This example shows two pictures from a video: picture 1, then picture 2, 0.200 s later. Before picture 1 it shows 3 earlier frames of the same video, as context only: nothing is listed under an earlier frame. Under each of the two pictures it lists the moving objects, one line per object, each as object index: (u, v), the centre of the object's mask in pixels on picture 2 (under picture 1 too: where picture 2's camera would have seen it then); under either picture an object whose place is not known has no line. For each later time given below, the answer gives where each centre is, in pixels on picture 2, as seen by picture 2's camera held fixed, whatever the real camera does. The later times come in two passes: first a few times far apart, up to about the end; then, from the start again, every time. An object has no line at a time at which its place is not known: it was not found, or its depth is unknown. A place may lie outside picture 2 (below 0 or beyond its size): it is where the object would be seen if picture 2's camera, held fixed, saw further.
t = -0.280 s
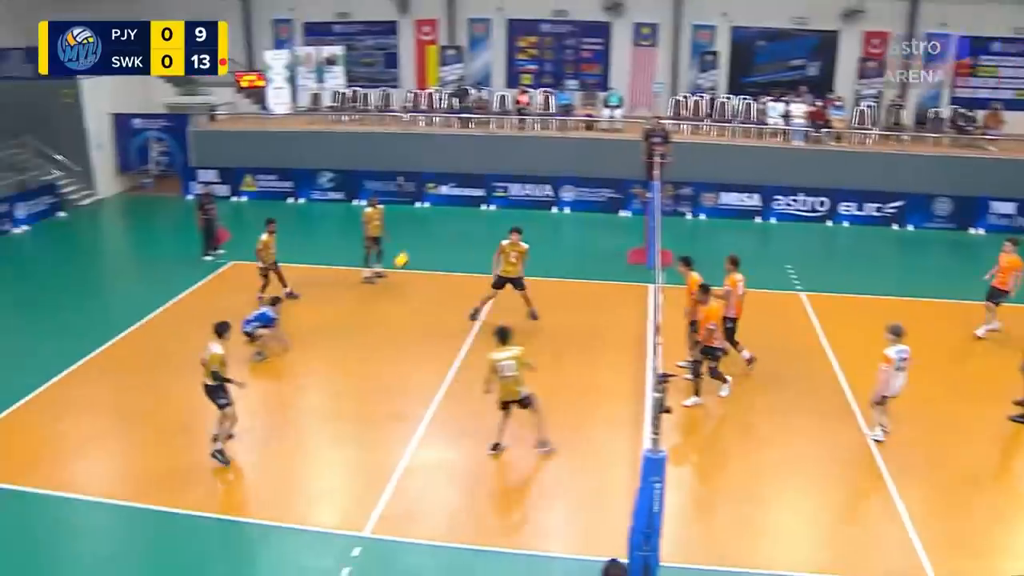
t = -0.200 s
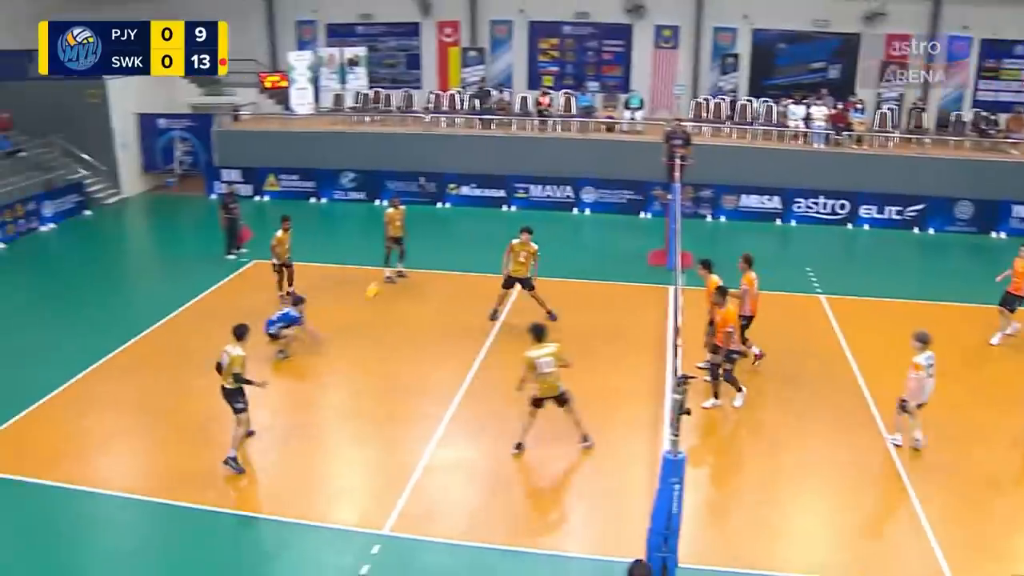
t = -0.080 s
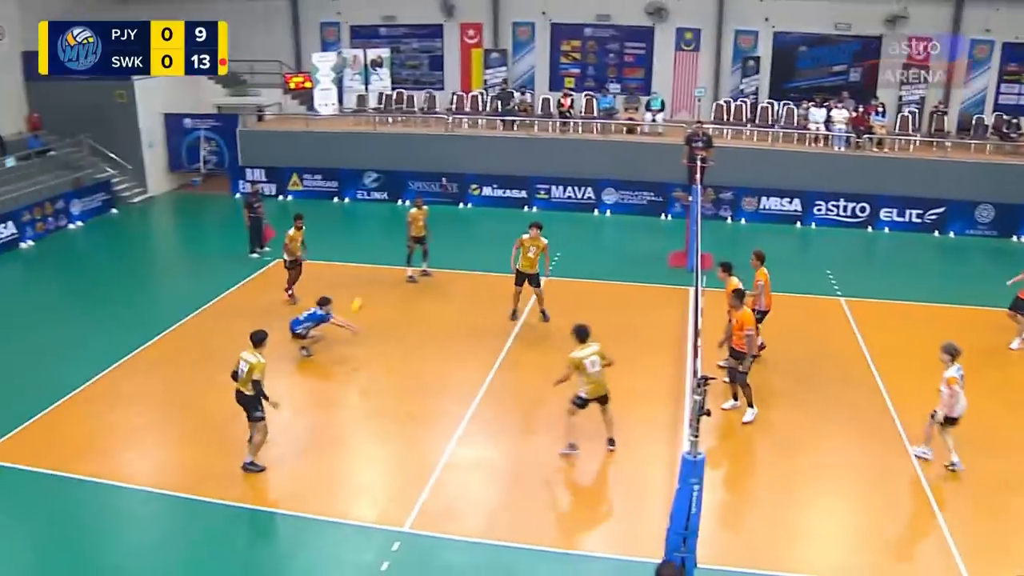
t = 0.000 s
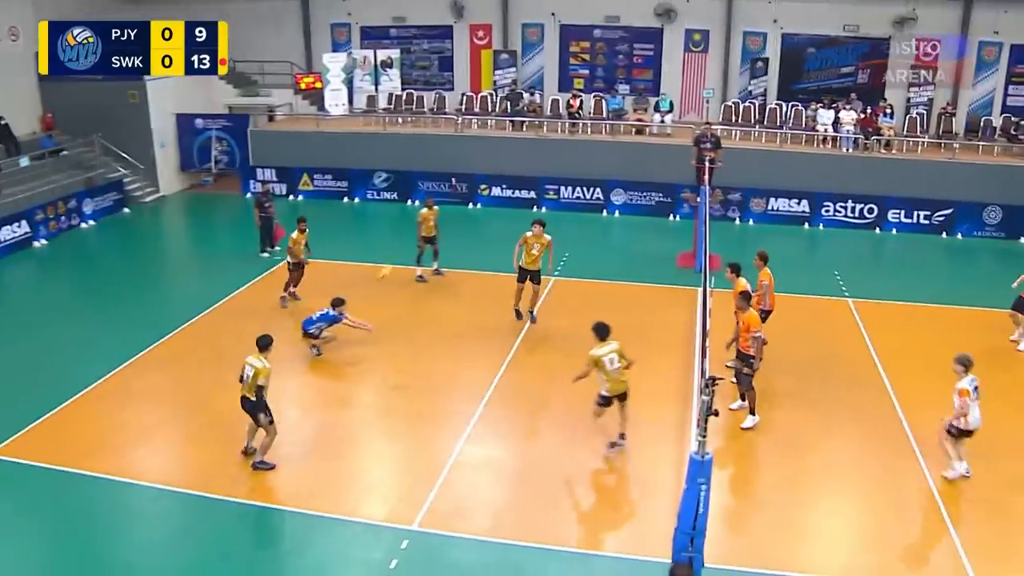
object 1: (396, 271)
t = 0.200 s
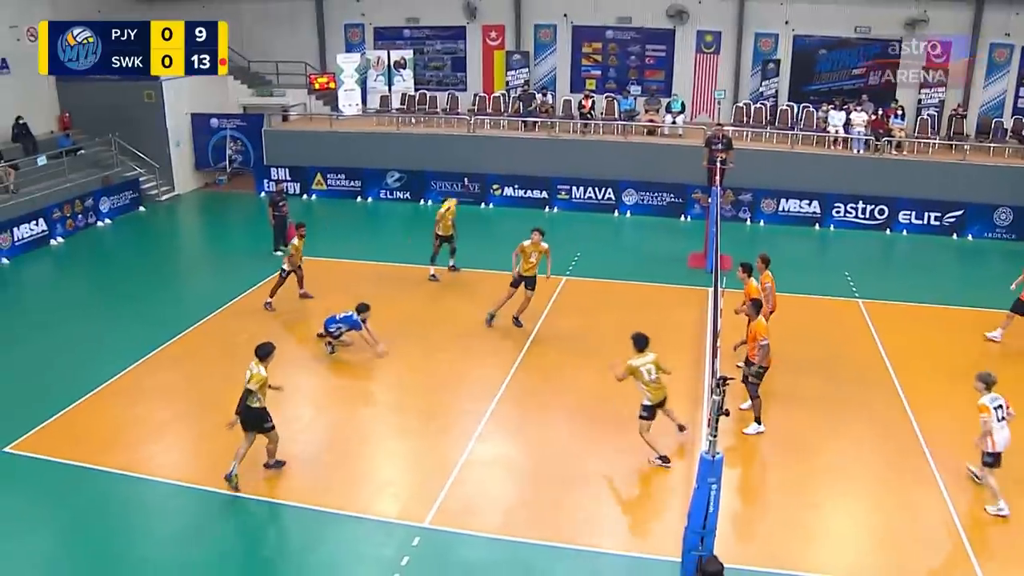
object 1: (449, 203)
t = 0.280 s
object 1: (471, 185)
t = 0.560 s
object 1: (540, 143)
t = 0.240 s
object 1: (460, 195)
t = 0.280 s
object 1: (471, 185)
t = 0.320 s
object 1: (481, 176)
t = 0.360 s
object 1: (491, 168)
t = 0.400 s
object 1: (501, 161)
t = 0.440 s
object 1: (511, 155)
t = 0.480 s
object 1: (521, 150)
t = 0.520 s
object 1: (531, 146)
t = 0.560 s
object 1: (540, 143)
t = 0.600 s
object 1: (549, 141)
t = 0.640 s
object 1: (558, 140)
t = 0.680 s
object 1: (567, 139)
